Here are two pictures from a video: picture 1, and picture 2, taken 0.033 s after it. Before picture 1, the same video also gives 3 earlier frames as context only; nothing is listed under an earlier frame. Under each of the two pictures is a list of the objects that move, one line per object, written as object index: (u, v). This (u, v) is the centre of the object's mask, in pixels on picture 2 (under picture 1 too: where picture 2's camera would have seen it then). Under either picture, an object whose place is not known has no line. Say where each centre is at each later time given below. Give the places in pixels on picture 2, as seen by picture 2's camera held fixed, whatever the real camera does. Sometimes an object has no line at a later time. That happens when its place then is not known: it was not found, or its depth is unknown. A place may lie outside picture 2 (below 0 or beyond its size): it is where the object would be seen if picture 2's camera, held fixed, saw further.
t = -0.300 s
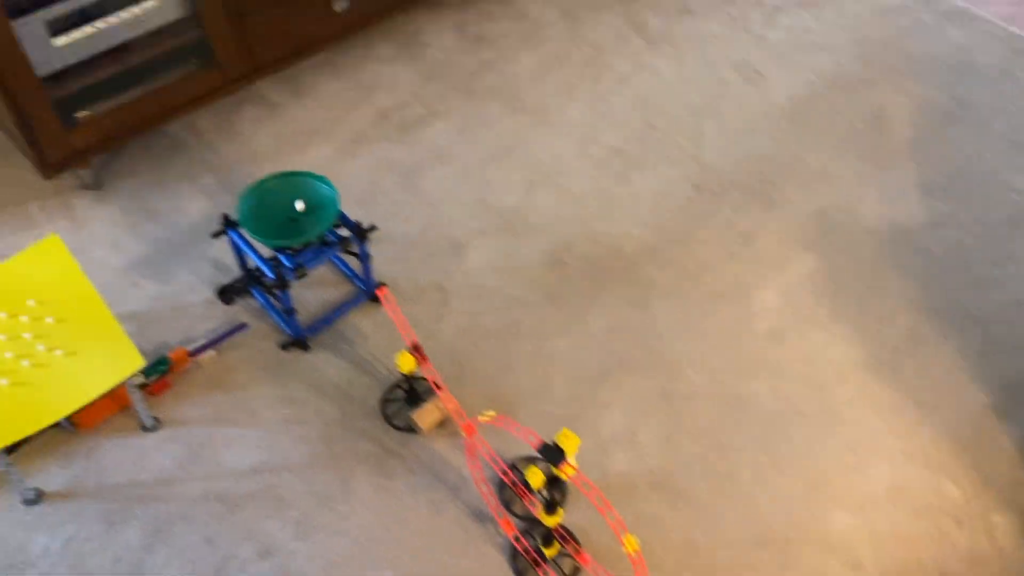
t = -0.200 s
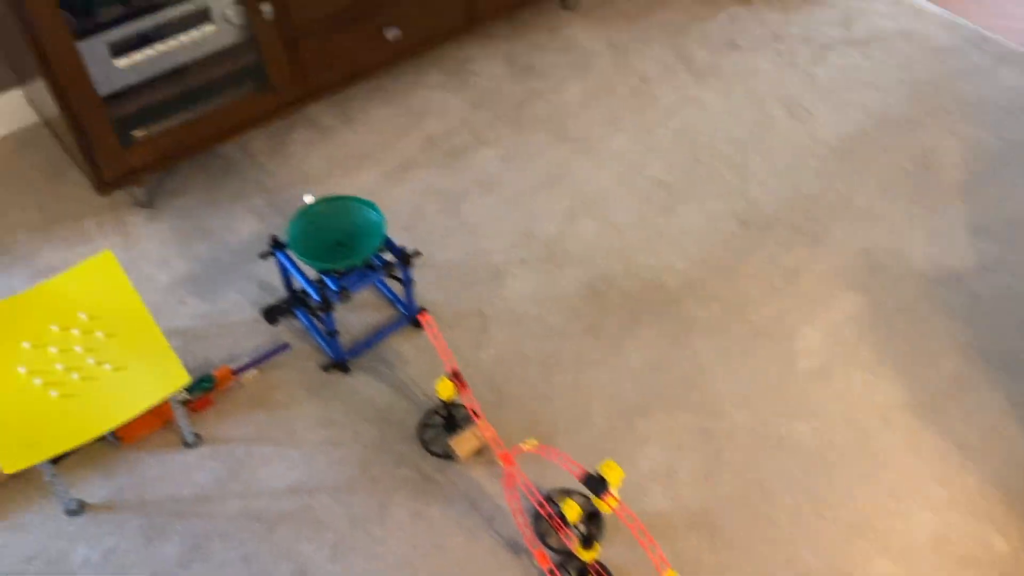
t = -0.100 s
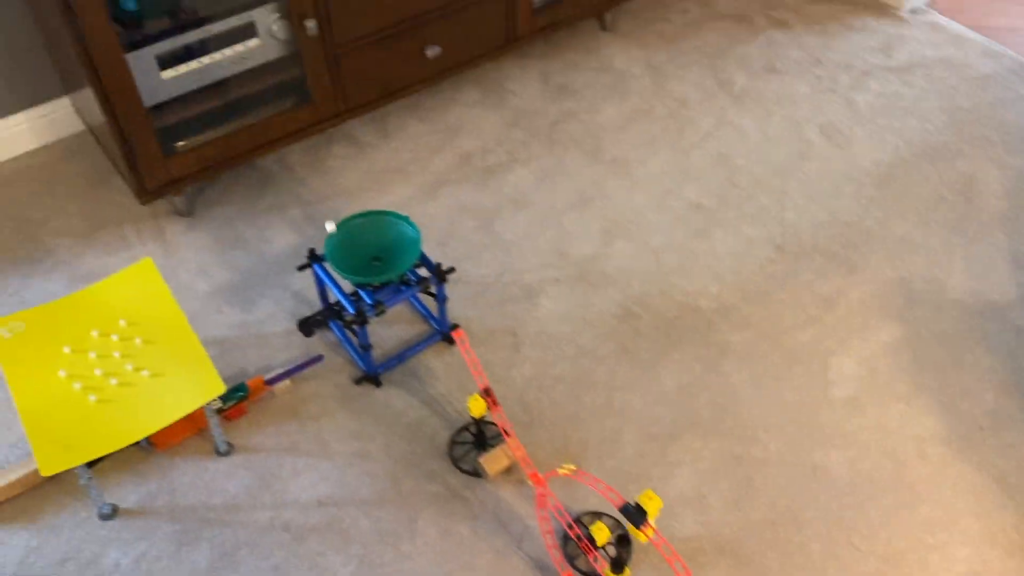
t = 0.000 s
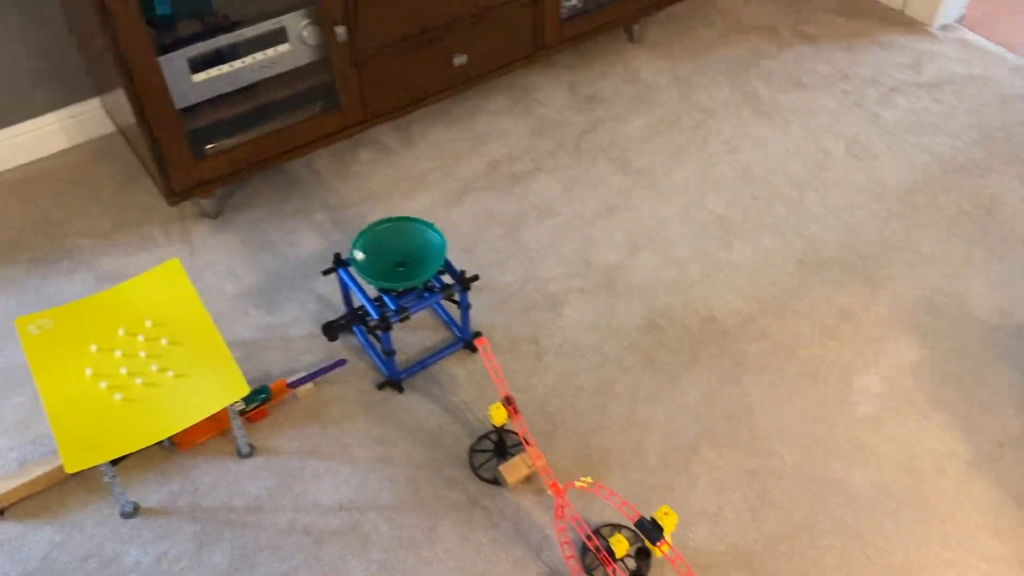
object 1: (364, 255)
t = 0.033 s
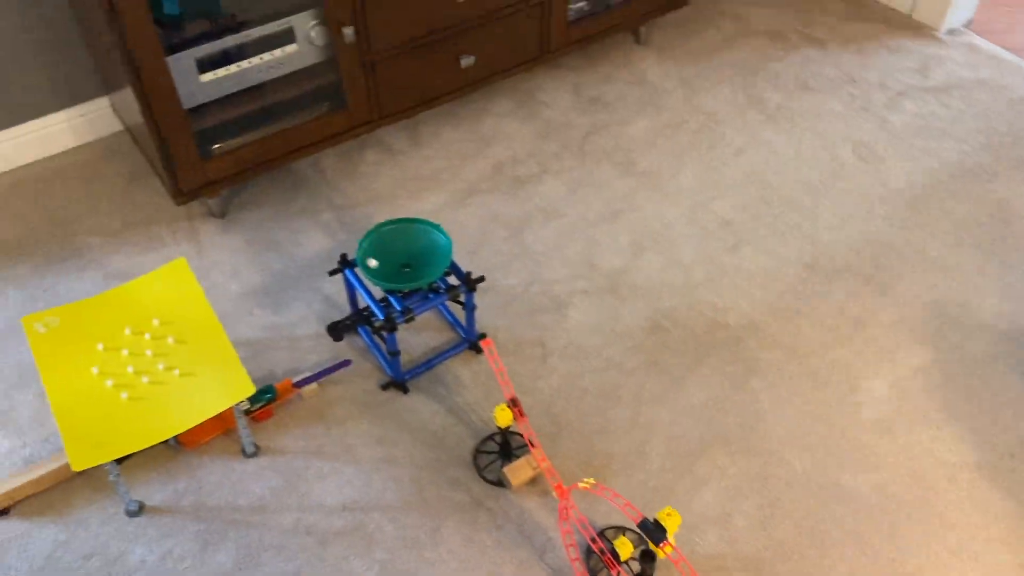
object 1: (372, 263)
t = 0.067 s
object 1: (382, 268)
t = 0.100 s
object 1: (394, 271)
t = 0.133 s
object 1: (405, 271)
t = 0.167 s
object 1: (416, 270)
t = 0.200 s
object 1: (425, 266)
